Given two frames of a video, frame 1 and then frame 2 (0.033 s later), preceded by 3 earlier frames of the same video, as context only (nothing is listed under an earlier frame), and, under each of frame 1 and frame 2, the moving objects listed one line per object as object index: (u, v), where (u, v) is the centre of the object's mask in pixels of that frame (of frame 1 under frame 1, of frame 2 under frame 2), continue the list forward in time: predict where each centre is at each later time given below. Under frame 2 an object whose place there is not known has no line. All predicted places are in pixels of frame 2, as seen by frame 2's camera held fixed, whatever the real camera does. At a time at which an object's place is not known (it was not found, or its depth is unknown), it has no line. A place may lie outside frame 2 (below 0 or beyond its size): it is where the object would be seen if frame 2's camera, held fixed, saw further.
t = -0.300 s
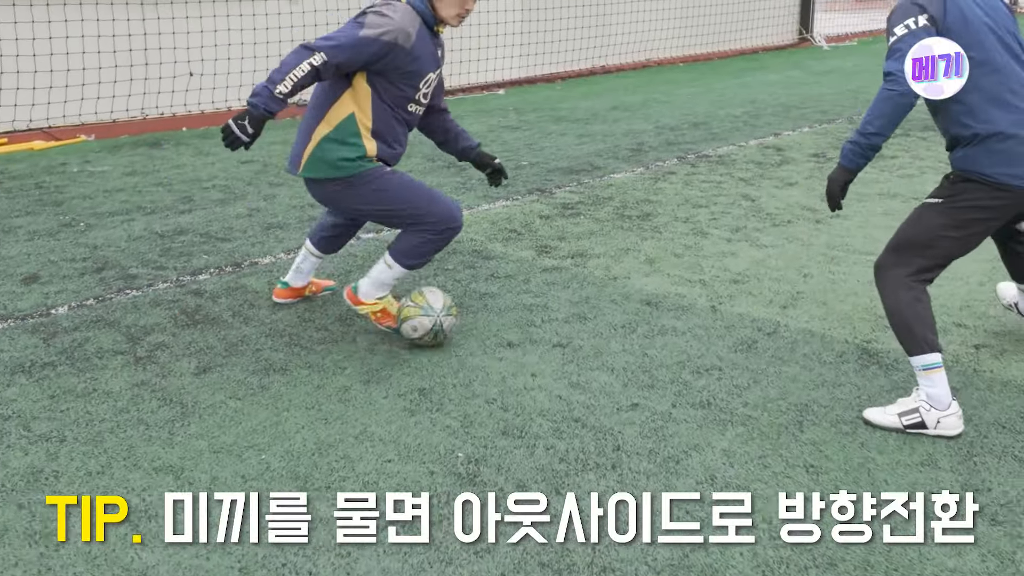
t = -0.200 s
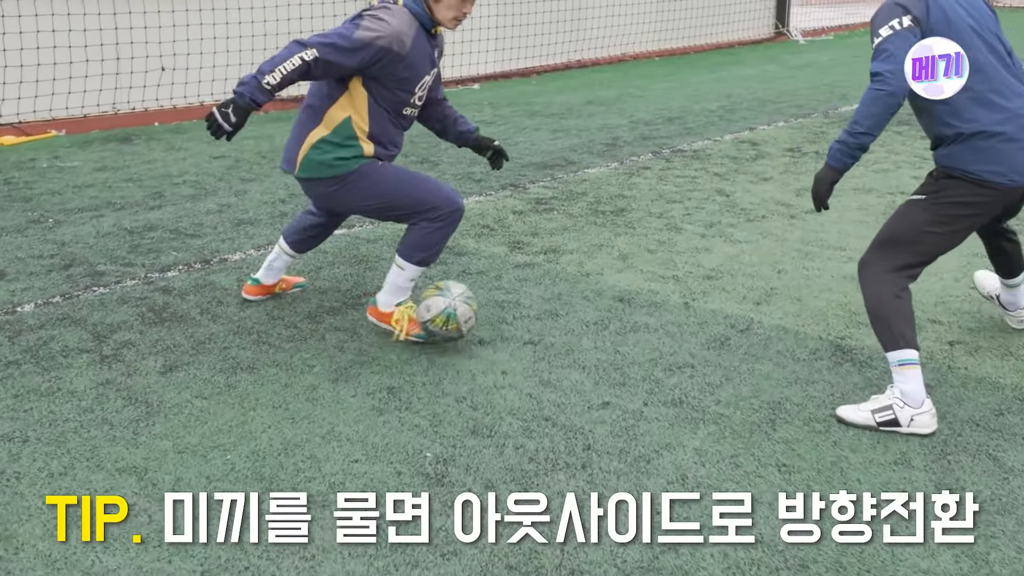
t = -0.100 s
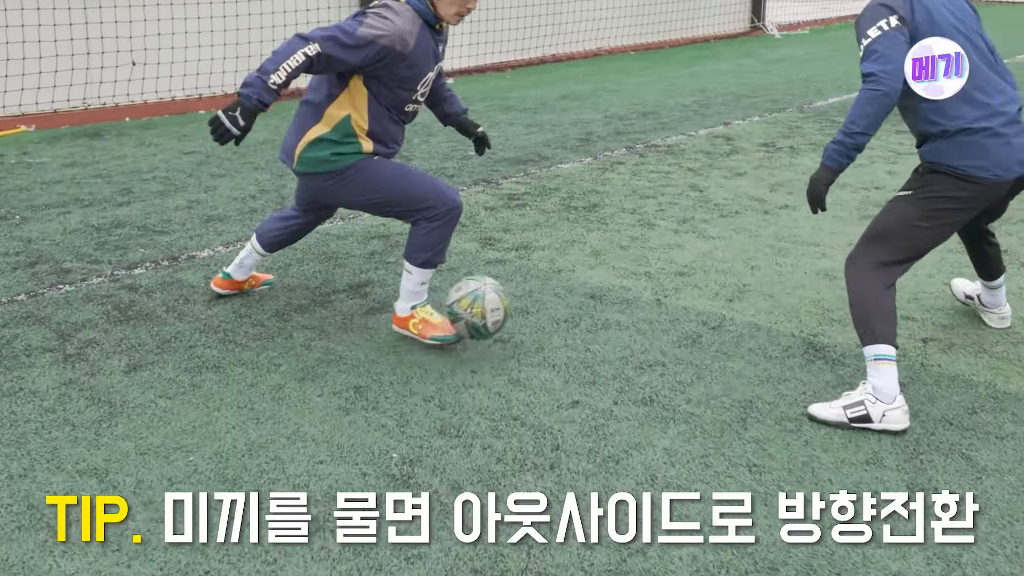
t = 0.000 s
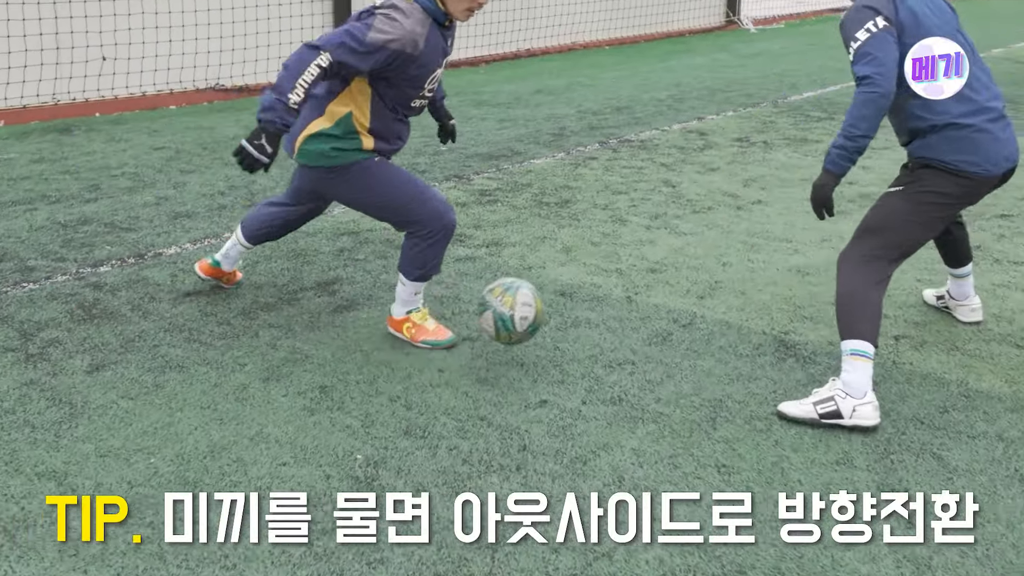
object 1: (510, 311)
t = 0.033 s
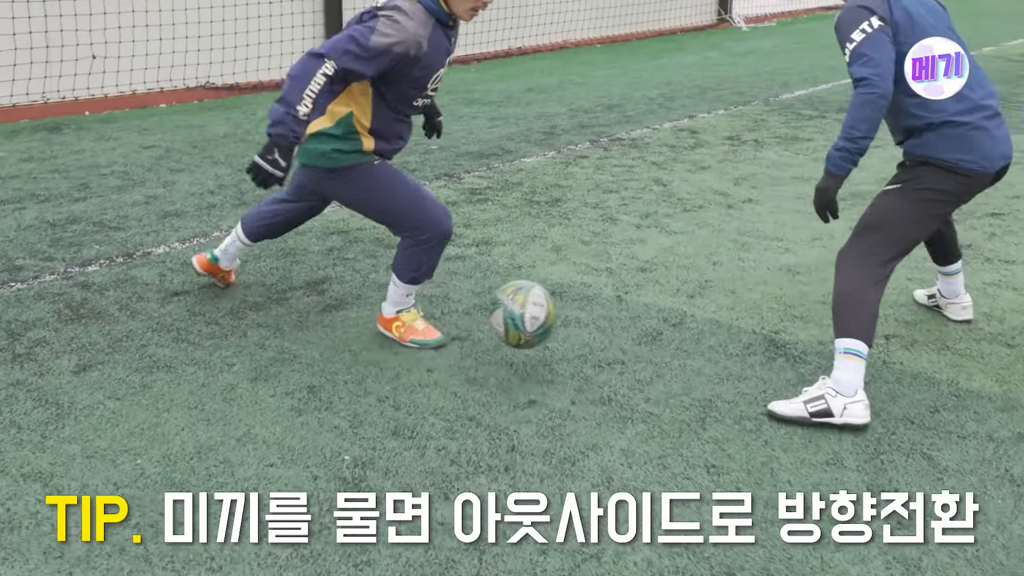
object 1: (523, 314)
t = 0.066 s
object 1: (545, 319)
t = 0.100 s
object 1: (569, 326)
